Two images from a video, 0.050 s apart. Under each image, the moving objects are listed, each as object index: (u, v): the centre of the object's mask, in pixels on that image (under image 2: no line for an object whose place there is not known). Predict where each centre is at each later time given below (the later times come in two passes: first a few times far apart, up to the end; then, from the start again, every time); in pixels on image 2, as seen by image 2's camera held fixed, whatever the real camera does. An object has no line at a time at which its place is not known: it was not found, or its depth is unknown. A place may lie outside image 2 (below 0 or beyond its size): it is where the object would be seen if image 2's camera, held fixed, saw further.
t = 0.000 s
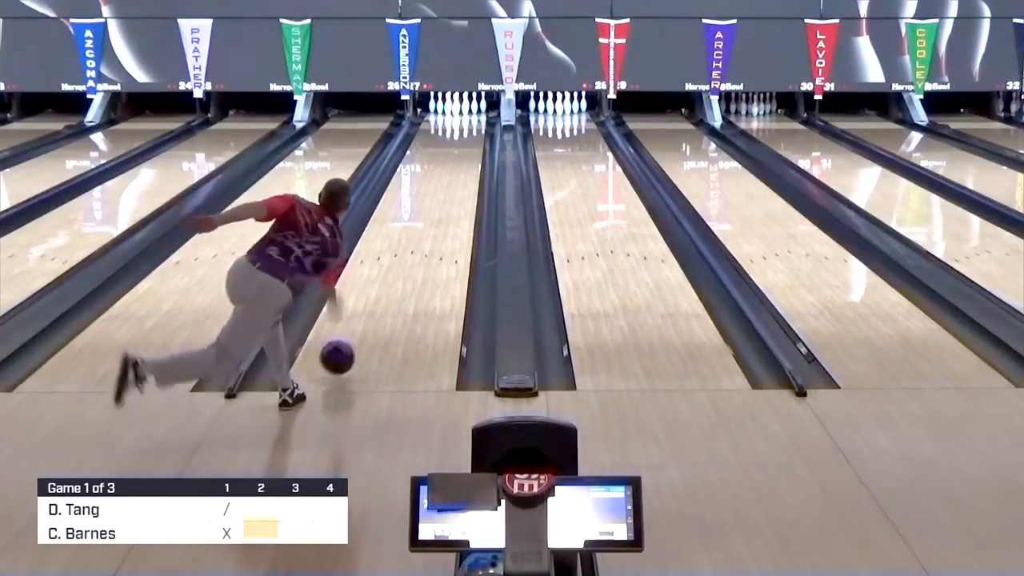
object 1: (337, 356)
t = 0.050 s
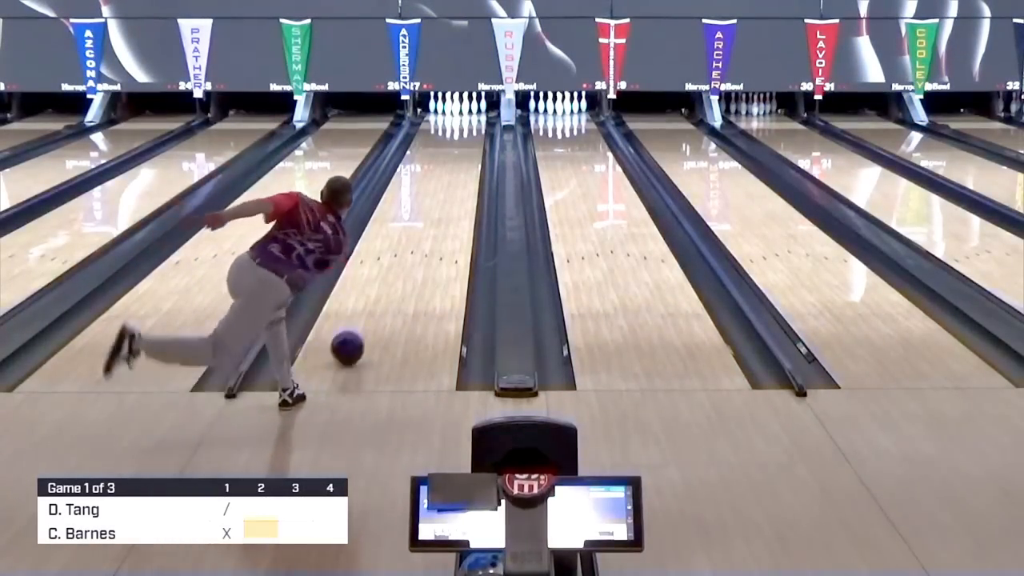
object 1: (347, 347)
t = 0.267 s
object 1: (382, 295)
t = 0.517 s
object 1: (412, 250)
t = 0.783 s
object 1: (435, 214)
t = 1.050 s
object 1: (452, 186)
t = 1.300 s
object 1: (464, 166)
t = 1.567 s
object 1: (473, 149)
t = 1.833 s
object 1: (476, 134)
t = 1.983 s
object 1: (475, 127)
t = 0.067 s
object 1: (350, 342)
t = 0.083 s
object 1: (353, 338)
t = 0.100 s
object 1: (356, 333)
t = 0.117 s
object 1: (359, 329)
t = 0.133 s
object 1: (362, 325)
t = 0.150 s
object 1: (365, 321)
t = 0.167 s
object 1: (367, 316)
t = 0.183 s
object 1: (370, 312)
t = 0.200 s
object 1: (373, 308)
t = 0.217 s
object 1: (375, 304)
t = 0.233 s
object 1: (377, 301)
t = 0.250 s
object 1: (380, 298)
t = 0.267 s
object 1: (382, 295)
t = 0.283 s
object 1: (384, 291)
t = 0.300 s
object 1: (387, 288)
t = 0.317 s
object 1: (389, 284)
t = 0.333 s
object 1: (391, 281)
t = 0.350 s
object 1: (393, 278)
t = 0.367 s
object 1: (395, 275)
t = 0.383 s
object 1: (397, 272)
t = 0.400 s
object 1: (399, 269)
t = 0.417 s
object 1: (401, 266)
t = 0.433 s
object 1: (403, 263)
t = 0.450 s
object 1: (405, 260)
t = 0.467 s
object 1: (407, 258)
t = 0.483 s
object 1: (408, 255)
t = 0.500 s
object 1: (410, 252)
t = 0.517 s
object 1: (412, 250)
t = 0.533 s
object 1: (414, 247)
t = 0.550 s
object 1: (415, 245)
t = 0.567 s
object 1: (417, 242)
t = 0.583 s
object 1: (418, 240)
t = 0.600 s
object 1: (420, 237)
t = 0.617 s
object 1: (421, 235)
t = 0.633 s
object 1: (423, 232)
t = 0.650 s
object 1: (424, 230)
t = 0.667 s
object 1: (426, 228)
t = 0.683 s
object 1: (427, 226)
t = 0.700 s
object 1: (428, 224)
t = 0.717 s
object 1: (430, 222)
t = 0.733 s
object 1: (431, 220)
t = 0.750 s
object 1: (432, 218)
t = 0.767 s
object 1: (434, 216)
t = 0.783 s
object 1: (435, 214)
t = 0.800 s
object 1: (436, 212)
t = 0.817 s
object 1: (437, 210)
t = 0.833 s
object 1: (439, 208)
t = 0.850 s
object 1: (440, 206)
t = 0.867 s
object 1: (441, 204)
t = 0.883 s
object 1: (442, 203)
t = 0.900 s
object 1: (443, 201)
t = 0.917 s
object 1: (444, 199)
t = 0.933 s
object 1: (445, 197)
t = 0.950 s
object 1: (446, 196)
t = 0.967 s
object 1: (447, 194)
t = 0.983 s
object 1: (448, 192)
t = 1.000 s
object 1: (449, 191)
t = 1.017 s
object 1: (450, 189)
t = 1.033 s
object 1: (451, 187)
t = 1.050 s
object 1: (452, 186)
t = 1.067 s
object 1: (453, 184)
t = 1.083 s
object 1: (454, 183)
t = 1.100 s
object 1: (455, 182)
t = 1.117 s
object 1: (455, 180)
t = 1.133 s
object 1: (457, 179)
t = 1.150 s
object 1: (457, 177)
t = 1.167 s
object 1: (458, 176)
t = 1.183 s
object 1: (459, 175)
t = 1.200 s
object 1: (460, 173)
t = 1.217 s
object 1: (460, 172)
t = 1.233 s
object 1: (461, 171)
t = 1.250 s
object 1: (462, 169)
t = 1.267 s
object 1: (463, 168)
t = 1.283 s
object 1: (463, 167)
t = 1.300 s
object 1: (464, 166)
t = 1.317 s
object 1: (465, 164)
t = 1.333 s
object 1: (465, 163)
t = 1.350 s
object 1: (466, 162)
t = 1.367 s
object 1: (467, 161)
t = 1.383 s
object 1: (468, 160)
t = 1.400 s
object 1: (468, 159)
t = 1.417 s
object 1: (469, 158)
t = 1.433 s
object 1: (469, 157)
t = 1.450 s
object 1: (470, 156)
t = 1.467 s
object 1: (471, 154)
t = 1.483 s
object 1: (471, 154)
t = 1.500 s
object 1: (472, 153)
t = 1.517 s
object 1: (472, 152)
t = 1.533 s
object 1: (473, 150)
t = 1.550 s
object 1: (473, 150)
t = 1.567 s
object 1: (473, 149)
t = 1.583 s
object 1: (474, 148)
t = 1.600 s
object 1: (474, 147)
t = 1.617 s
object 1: (475, 146)
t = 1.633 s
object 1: (475, 145)
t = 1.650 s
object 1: (475, 143)
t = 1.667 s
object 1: (475, 142)
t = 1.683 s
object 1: (476, 142)
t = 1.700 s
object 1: (476, 141)
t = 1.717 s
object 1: (476, 140)
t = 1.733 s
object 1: (476, 139)
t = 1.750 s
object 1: (476, 139)
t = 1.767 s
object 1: (476, 138)
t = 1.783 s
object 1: (477, 136)
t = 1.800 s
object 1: (477, 136)
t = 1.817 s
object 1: (477, 135)
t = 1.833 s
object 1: (476, 134)
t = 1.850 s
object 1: (477, 133)
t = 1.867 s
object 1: (477, 132)
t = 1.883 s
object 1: (477, 132)
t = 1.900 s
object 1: (477, 131)
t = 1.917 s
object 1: (476, 130)
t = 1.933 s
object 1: (476, 129)
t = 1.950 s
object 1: (476, 128)
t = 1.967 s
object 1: (476, 128)
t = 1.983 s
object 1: (475, 127)
